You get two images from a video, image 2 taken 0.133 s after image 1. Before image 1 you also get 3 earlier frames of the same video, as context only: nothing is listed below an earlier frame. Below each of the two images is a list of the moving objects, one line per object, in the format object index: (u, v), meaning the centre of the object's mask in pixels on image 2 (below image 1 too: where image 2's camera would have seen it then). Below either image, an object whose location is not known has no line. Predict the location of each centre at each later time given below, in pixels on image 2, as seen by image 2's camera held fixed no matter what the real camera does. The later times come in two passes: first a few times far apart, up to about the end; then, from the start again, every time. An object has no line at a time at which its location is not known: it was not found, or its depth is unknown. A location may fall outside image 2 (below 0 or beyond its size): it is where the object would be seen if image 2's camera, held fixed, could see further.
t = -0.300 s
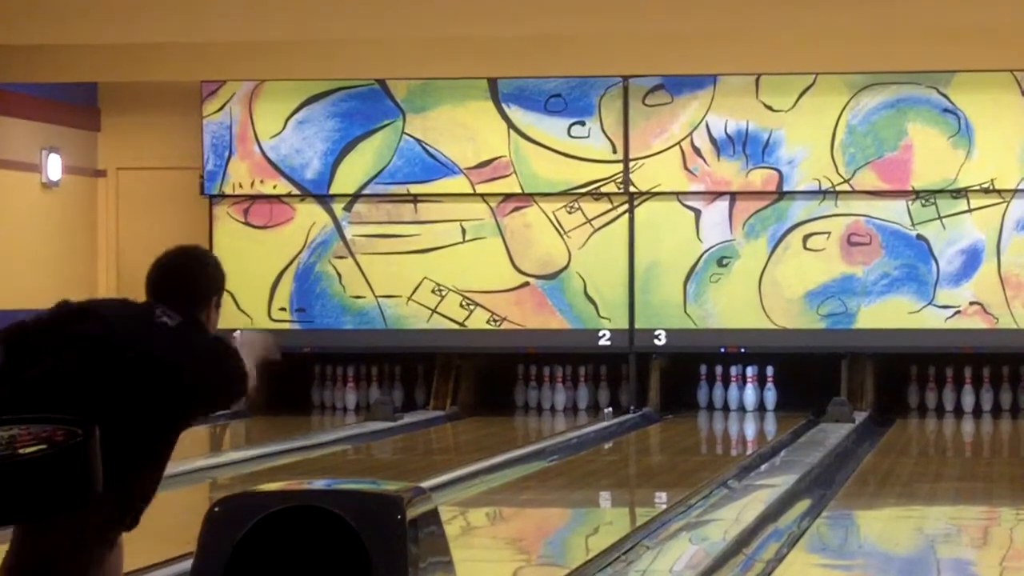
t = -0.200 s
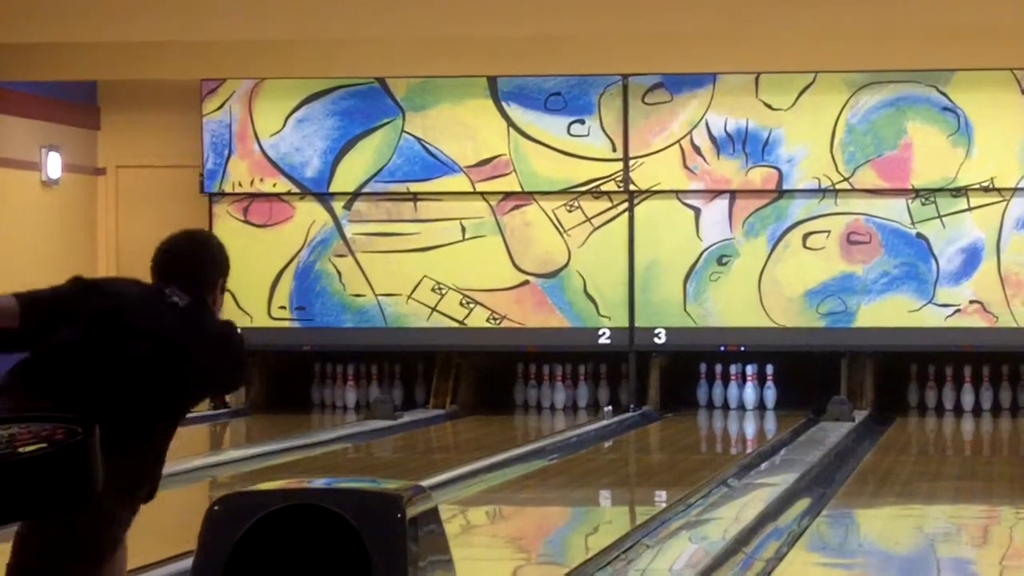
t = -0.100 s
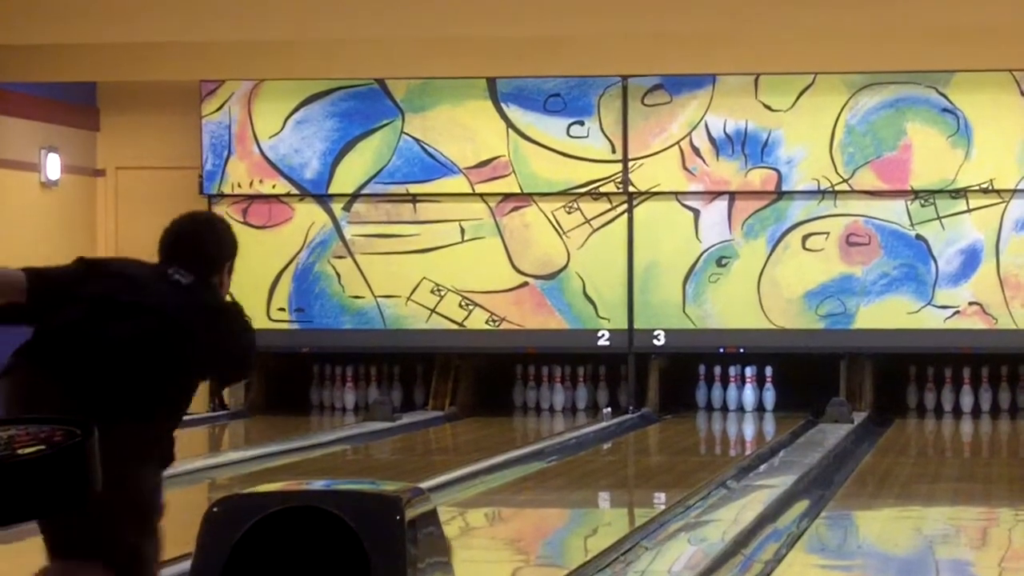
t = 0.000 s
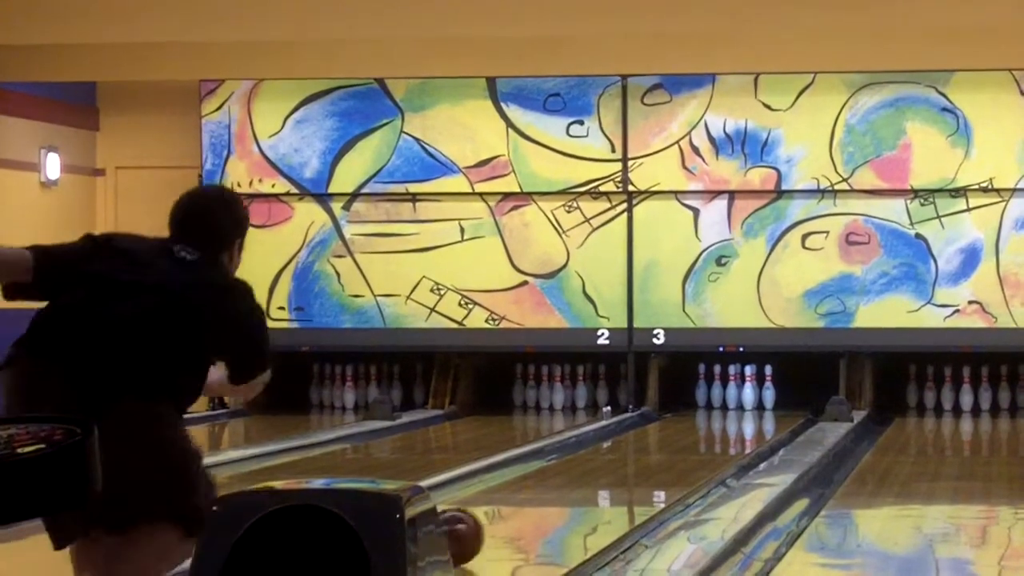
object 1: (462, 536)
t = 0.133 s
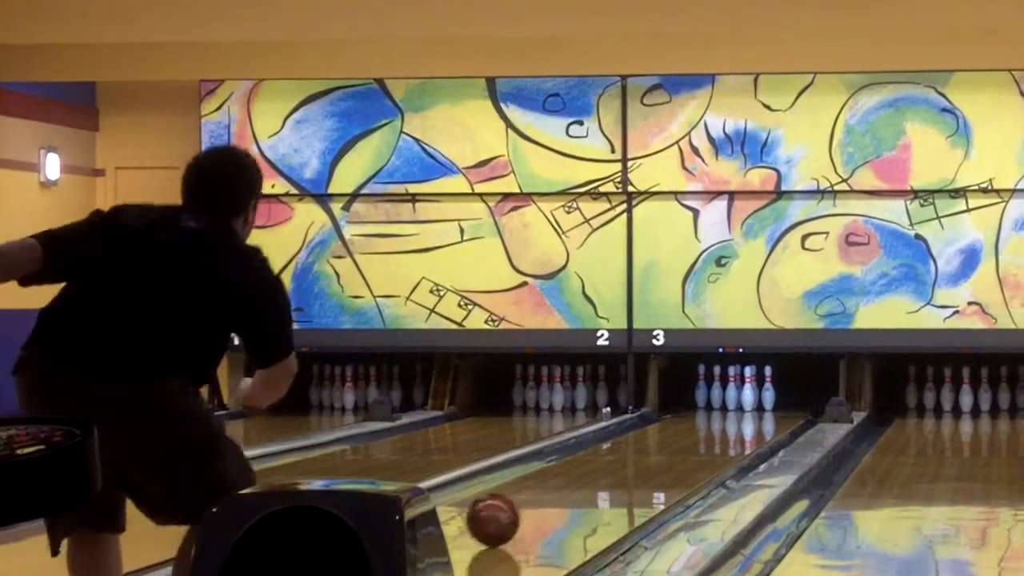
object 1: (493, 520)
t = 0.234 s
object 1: (518, 507)
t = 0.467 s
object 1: (567, 484)
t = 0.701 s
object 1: (605, 465)
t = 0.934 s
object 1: (637, 449)
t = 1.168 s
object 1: (664, 436)
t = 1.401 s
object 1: (684, 425)
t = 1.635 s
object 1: (702, 417)
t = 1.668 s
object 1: (703, 416)
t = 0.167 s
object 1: (501, 515)
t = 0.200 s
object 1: (510, 511)
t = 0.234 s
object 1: (518, 507)
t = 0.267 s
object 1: (526, 503)
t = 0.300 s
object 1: (533, 500)
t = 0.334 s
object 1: (540, 497)
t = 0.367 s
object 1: (547, 494)
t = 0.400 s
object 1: (554, 490)
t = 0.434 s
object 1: (561, 488)
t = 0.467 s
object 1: (567, 484)
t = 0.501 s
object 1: (573, 482)
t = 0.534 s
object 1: (579, 478)
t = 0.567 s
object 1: (584, 476)
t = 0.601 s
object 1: (590, 473)
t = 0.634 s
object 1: (595, 470)
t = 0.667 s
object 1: (600, 468)
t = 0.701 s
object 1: (605, 465)
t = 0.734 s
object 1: (611, 463)
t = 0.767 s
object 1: (616, 460)
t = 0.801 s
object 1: (620, 458)
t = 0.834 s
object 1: (624, 457)
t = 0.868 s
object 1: (629, 454)
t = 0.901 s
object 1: (633, 452)
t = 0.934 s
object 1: (637, 449)
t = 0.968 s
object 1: (640, 448)
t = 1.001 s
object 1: (645, 446)
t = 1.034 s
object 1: (649, 445)
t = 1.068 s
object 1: (652, 442)
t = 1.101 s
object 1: (655, 441)
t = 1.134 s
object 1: (660, 438)
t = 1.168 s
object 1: (664, 436)
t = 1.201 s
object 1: (666, 435)
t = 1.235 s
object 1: (669, 433)
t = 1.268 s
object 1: (672, 431)
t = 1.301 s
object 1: (675, 429)
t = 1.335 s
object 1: (678, 428)
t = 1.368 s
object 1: (680, 426)
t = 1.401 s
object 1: (684, 425)
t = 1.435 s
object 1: (687, 424)
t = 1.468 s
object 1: (690, 422)
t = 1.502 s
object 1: (692, 420)
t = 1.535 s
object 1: (694, 420)
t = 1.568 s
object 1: (696, 419)
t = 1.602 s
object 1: (698, 417)
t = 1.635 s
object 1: (702, 417)
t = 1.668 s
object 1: (703, 416)
